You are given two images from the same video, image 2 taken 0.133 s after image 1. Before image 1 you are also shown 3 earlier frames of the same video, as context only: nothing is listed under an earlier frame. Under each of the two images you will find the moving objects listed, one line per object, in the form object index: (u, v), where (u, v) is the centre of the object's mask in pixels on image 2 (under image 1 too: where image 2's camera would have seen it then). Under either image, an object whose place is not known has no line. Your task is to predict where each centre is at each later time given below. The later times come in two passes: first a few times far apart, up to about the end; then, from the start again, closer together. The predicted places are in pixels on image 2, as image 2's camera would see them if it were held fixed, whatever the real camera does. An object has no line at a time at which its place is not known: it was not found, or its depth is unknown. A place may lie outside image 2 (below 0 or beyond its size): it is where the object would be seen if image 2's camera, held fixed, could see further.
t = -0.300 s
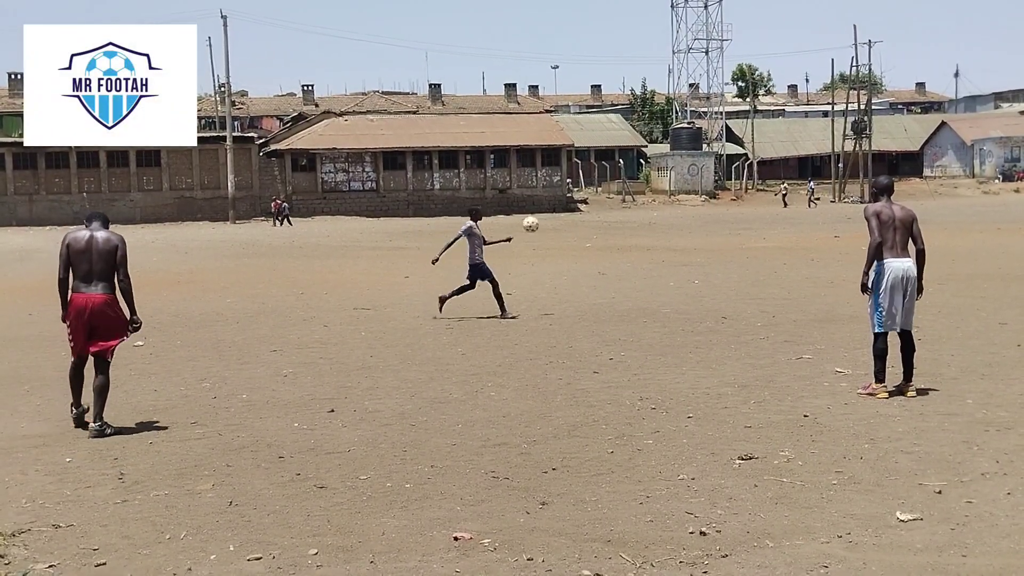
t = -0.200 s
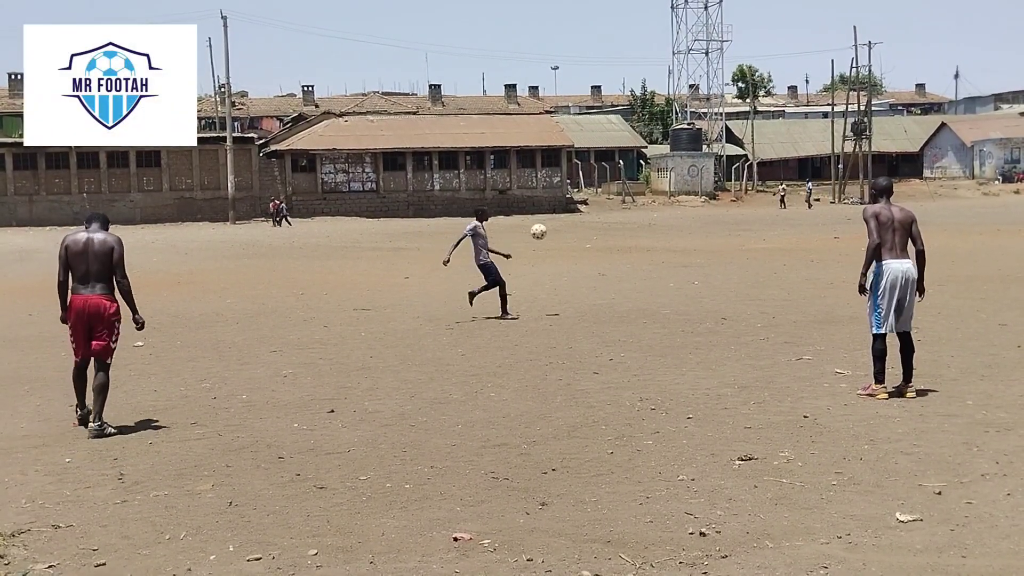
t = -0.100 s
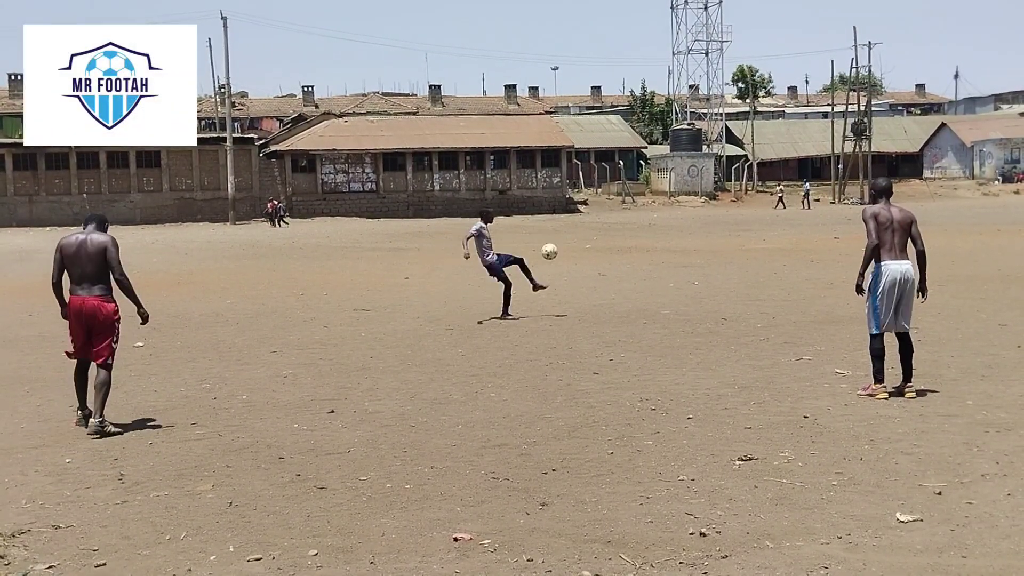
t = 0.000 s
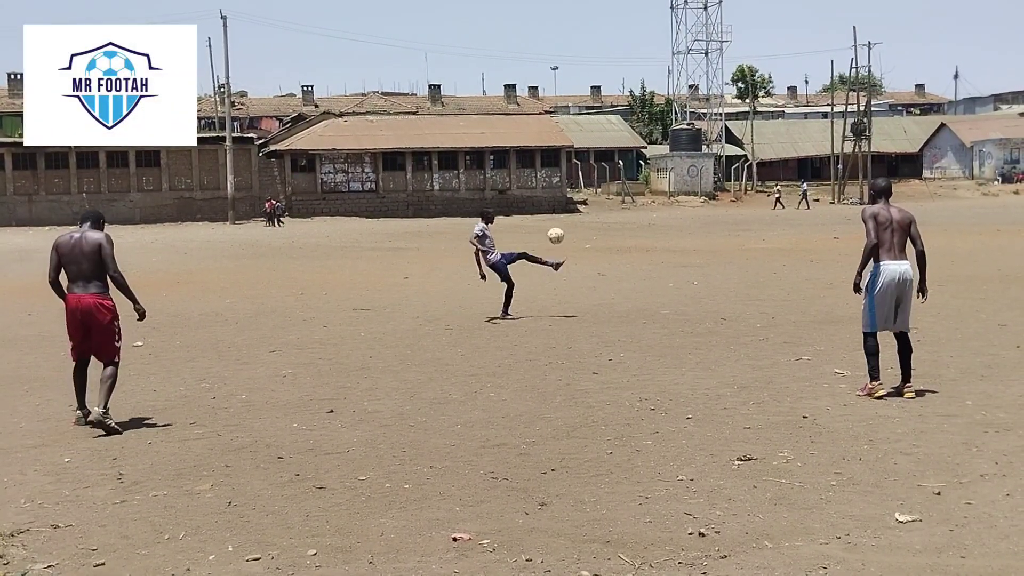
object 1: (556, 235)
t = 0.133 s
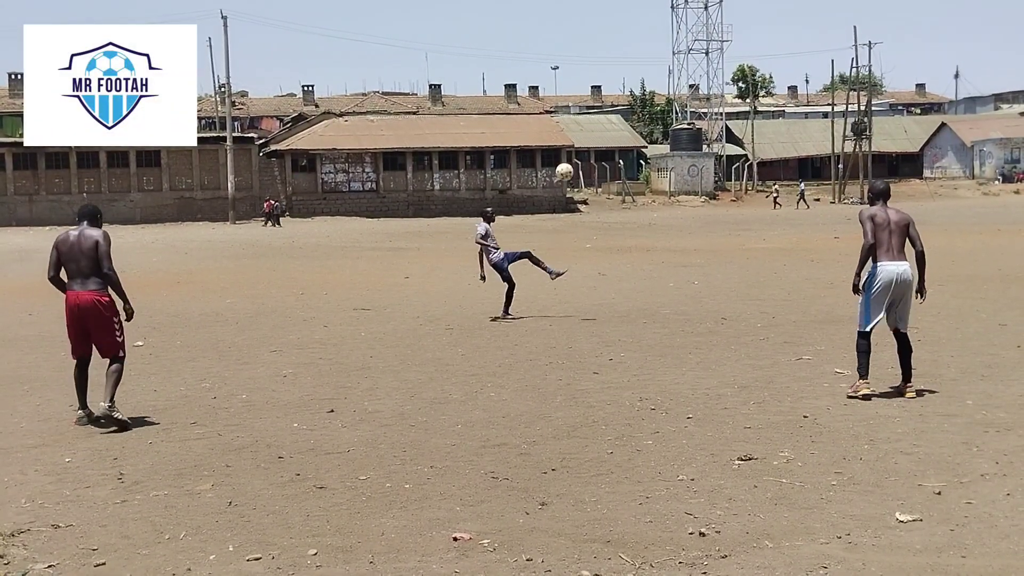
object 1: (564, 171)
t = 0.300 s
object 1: (575, 104)
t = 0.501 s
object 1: (591, 42)
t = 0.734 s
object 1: (613, 8)
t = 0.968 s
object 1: (639, 14)
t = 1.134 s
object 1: (661, 58)
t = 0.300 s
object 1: (575, 104)
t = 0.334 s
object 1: (578, 91)
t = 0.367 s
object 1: (581, 81)
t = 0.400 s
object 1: (583, 70)
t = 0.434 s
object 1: (585, 60)
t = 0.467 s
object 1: (588, 51)
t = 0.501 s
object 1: (591, 42)
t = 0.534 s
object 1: (594, 34)
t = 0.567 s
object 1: (597, 27)
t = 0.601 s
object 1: (600, 21)
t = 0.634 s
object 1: (603, 15)
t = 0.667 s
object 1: (606, 11)
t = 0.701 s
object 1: (609, 8)
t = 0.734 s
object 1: (613, 8)
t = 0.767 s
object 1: (616, 7)
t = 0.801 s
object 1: (619, 7)
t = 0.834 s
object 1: (623, 8)
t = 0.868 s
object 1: (627, 9)
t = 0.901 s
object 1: (631, 10)
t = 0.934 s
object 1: (635, 11)
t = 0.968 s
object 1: (639, 14)
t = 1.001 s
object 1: (643, 20)
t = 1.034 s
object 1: (647, 27)
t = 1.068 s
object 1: (652, 36)
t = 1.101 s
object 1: (656, 46)
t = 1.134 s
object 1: (661, 58)
